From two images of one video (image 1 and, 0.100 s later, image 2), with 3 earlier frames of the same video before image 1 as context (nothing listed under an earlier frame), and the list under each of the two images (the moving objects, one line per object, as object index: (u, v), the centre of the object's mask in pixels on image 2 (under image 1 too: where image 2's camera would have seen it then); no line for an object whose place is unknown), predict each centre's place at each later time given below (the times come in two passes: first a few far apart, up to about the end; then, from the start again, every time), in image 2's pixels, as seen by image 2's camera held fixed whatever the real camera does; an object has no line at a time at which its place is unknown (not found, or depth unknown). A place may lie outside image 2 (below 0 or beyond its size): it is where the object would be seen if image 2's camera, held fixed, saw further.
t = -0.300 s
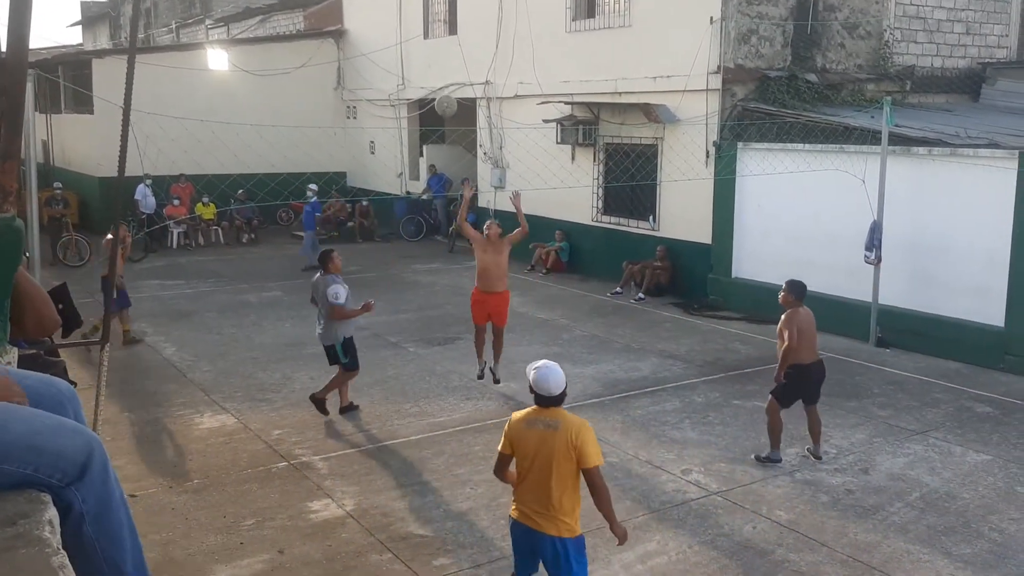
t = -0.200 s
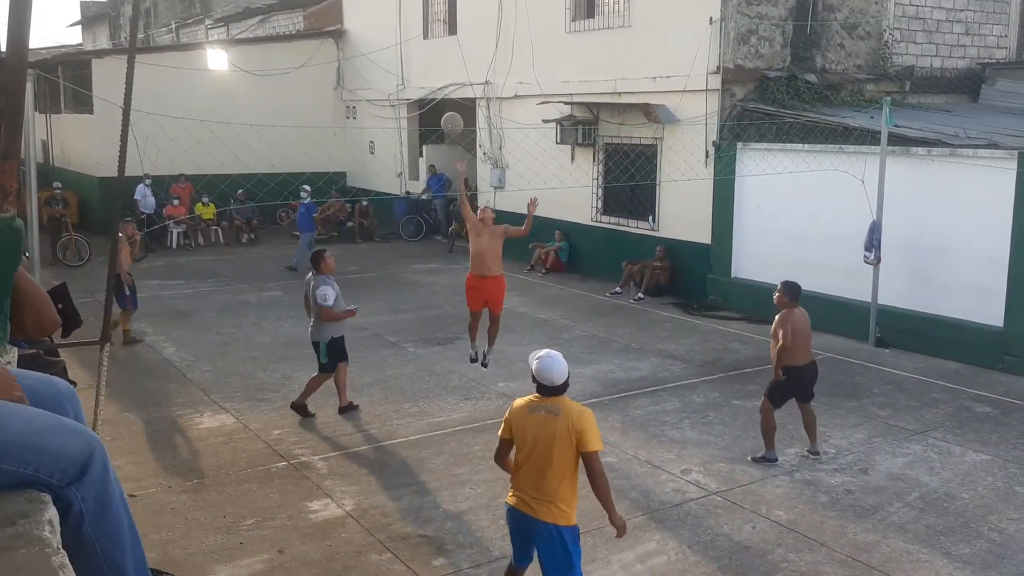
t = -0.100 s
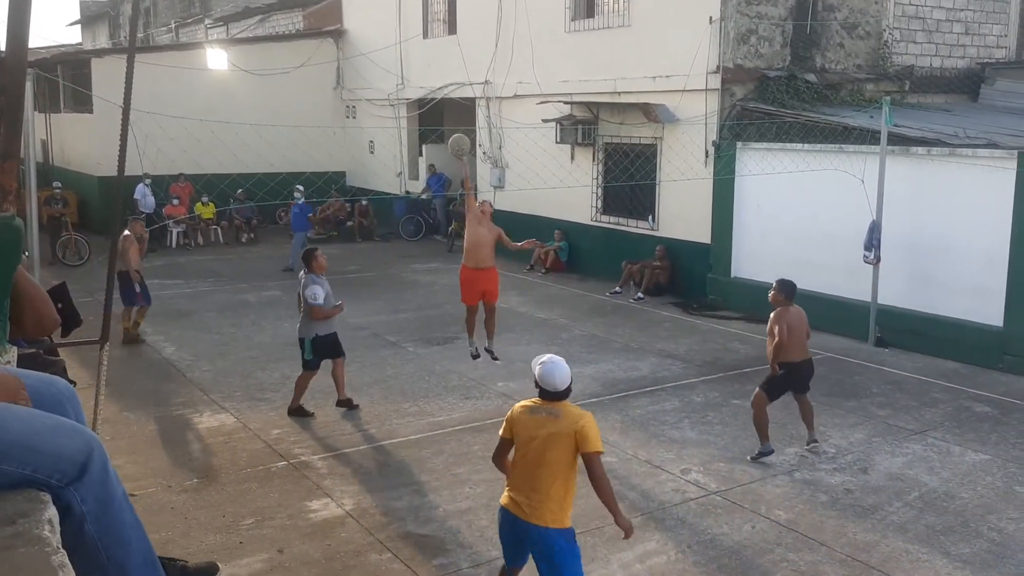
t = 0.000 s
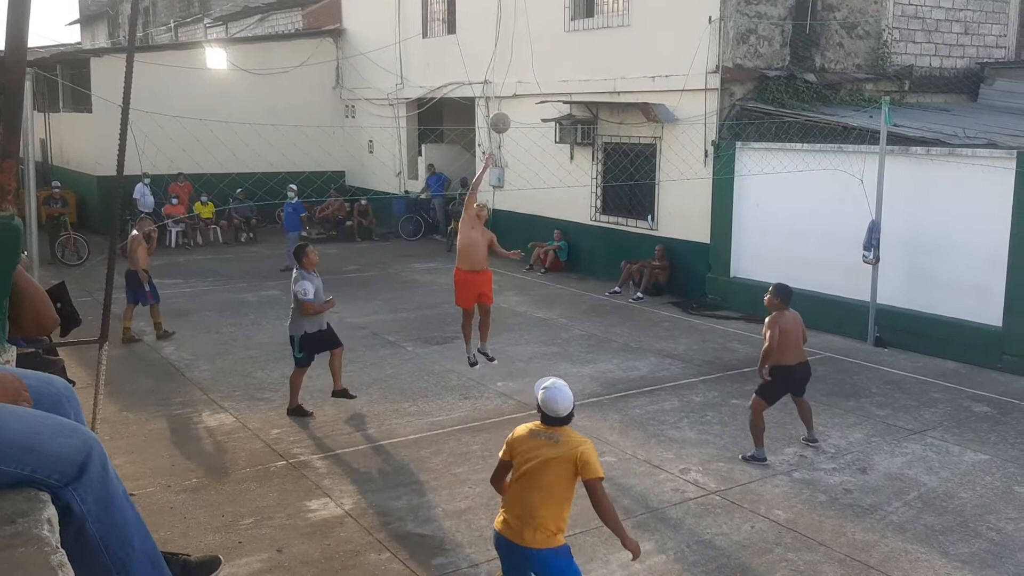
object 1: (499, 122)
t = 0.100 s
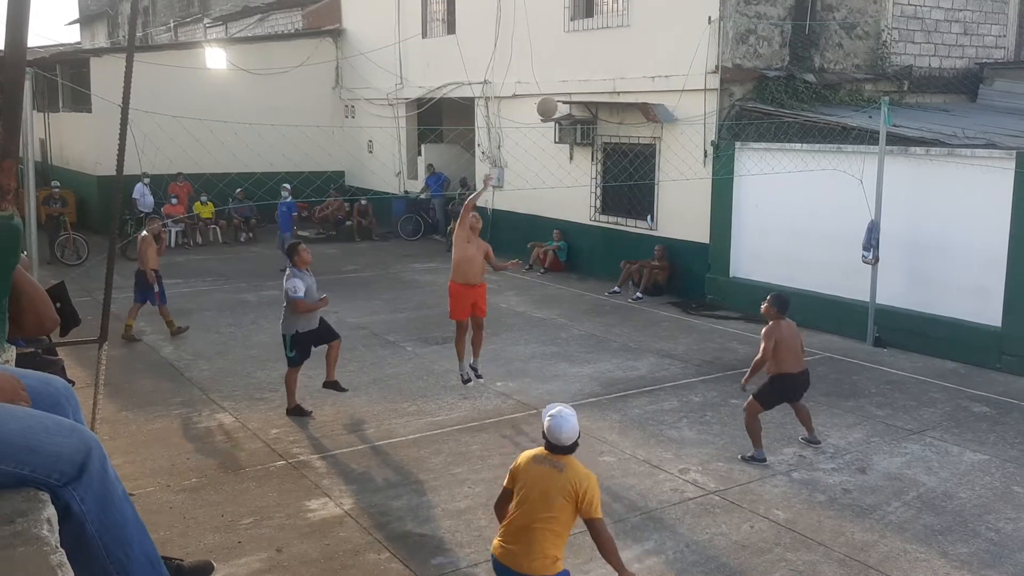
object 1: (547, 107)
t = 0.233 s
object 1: (611, 101)
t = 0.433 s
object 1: (705, 125)
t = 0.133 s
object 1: (563, 104)
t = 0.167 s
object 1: (578, 103)
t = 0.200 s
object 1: (595, 102)
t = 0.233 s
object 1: (611, 101)
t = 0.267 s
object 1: (626, 102)
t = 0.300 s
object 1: (643, 104)
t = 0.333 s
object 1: (658, 109)
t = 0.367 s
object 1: (674, 113)
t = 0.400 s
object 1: (690, 119)
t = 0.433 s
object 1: (705, 125)
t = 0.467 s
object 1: (722, 132)
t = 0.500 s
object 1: (737, 142)
